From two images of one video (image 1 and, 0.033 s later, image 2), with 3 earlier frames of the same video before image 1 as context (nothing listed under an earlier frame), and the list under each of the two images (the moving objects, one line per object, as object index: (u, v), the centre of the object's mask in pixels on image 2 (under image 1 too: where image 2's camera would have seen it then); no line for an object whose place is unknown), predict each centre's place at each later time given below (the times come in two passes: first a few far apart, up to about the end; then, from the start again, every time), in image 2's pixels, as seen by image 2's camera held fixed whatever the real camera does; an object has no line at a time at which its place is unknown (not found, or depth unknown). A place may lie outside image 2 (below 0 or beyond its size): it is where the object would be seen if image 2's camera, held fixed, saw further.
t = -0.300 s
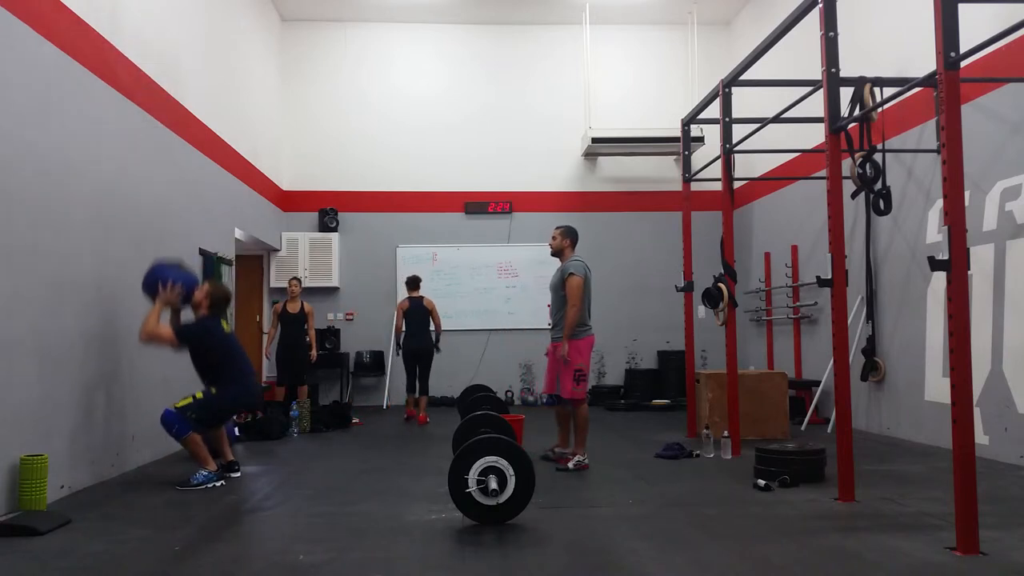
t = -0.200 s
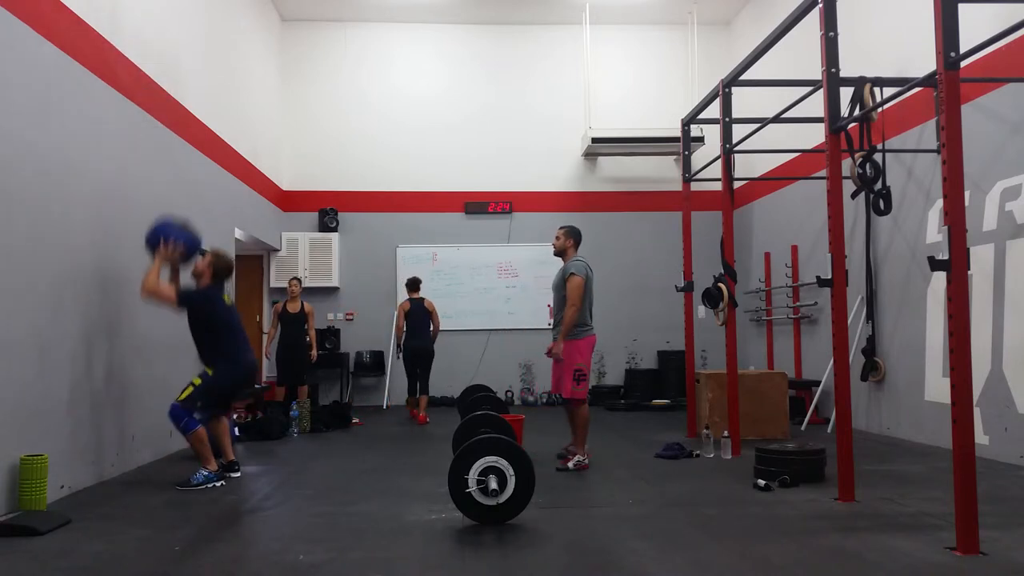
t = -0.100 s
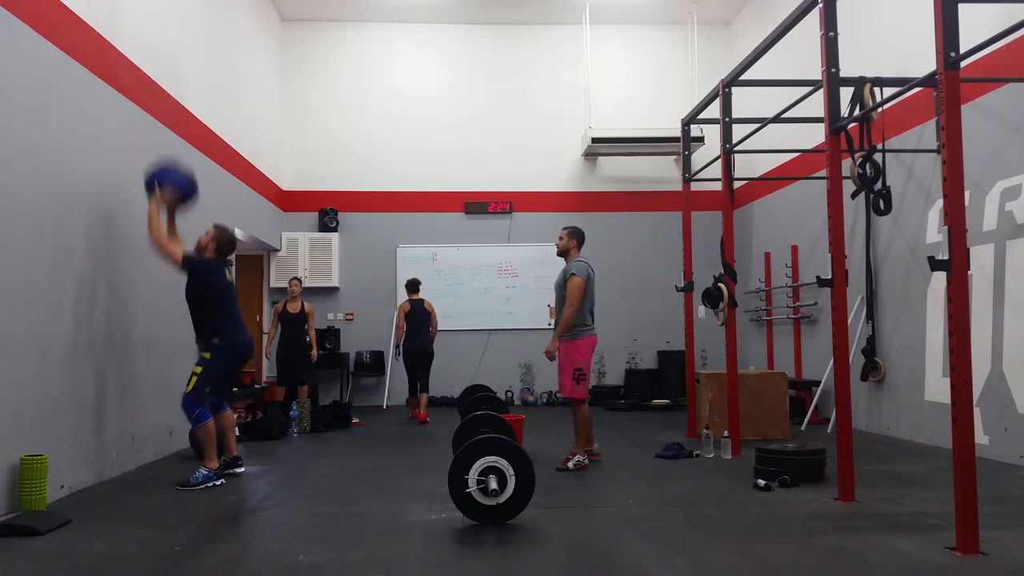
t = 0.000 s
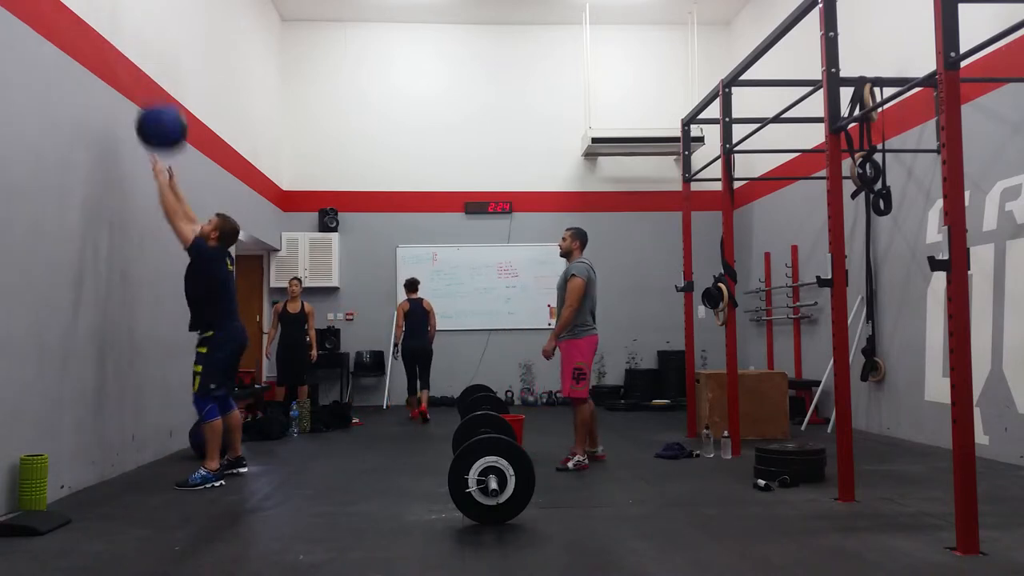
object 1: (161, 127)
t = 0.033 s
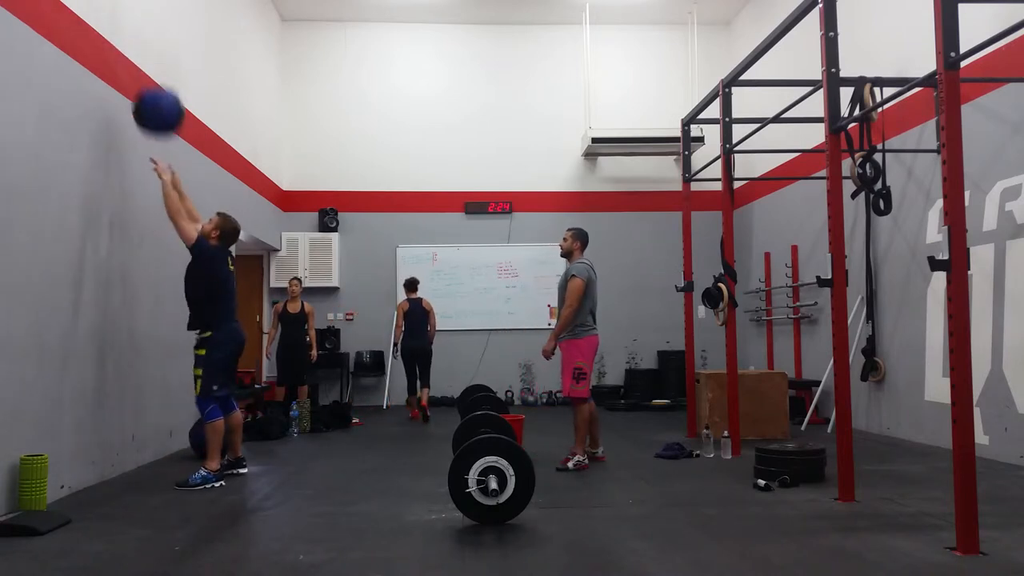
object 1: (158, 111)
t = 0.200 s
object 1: (142, 51)
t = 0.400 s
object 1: (140, 34)
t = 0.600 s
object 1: (157, 75)
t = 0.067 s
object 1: (155, 96)
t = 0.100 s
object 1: (152, 83)
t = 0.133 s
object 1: (148, 70)
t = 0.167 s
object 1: (145, 60)
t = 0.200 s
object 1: (142, 51)
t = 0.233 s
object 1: (138, 43)
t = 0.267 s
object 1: (134, 37)
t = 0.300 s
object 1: (132, 33)
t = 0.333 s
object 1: (133, 32)
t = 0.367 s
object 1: (136, 32)
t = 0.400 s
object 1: (140, 34)
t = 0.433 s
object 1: (143, 37)
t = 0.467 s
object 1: (146, 41)
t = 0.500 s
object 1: (148, 47)
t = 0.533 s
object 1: (151, 55)
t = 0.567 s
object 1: (154, 64)
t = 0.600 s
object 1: (157, 75)
